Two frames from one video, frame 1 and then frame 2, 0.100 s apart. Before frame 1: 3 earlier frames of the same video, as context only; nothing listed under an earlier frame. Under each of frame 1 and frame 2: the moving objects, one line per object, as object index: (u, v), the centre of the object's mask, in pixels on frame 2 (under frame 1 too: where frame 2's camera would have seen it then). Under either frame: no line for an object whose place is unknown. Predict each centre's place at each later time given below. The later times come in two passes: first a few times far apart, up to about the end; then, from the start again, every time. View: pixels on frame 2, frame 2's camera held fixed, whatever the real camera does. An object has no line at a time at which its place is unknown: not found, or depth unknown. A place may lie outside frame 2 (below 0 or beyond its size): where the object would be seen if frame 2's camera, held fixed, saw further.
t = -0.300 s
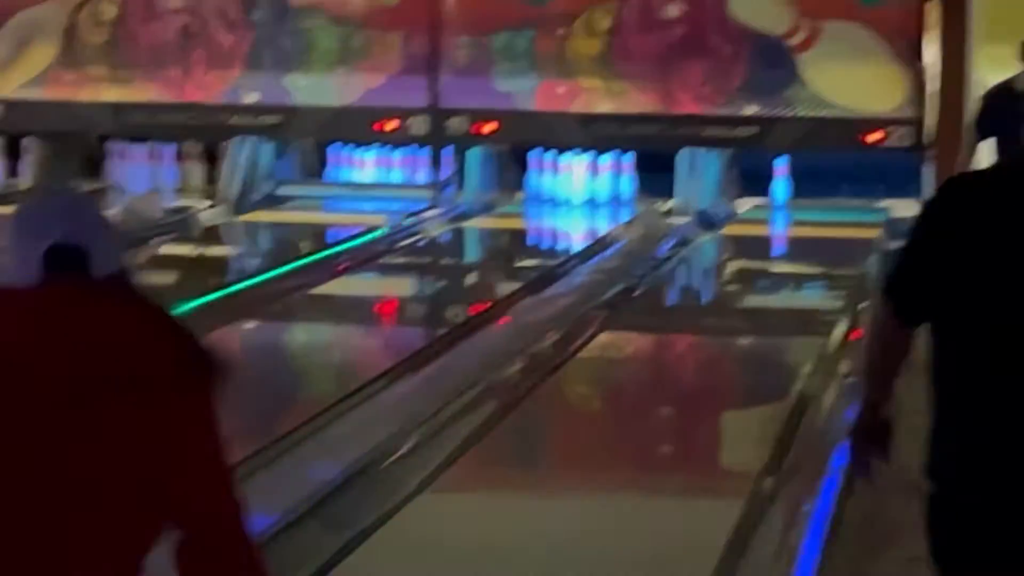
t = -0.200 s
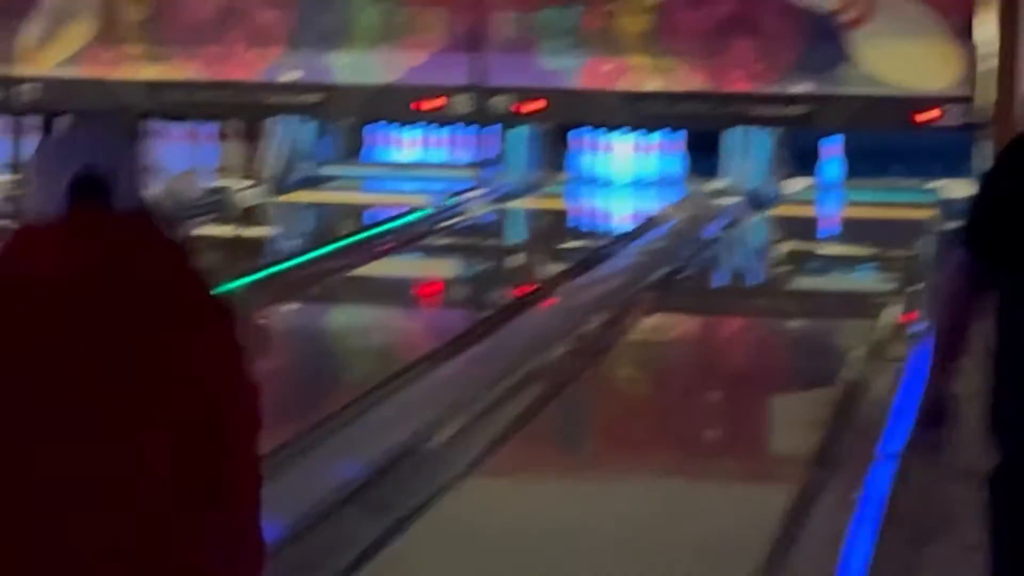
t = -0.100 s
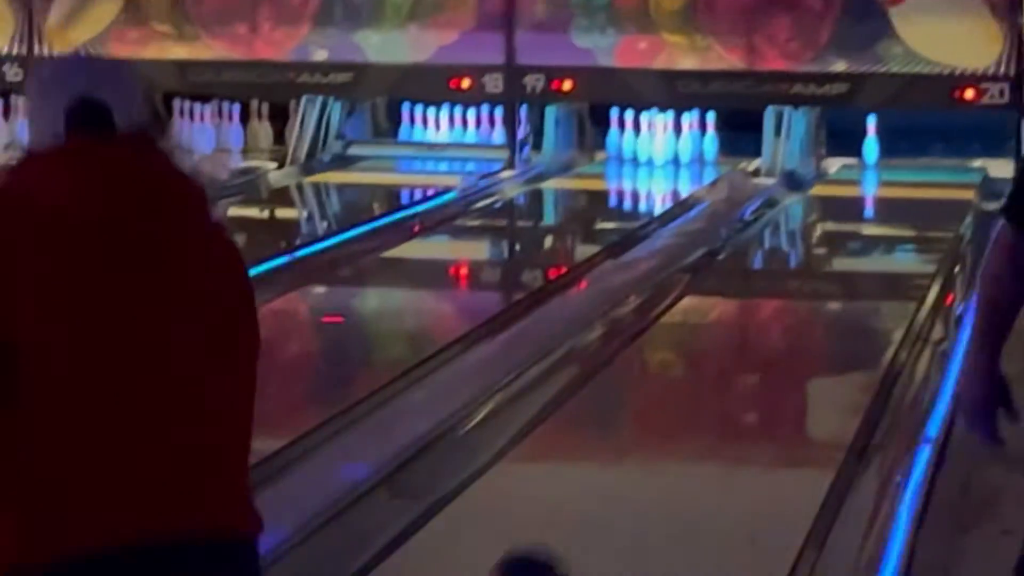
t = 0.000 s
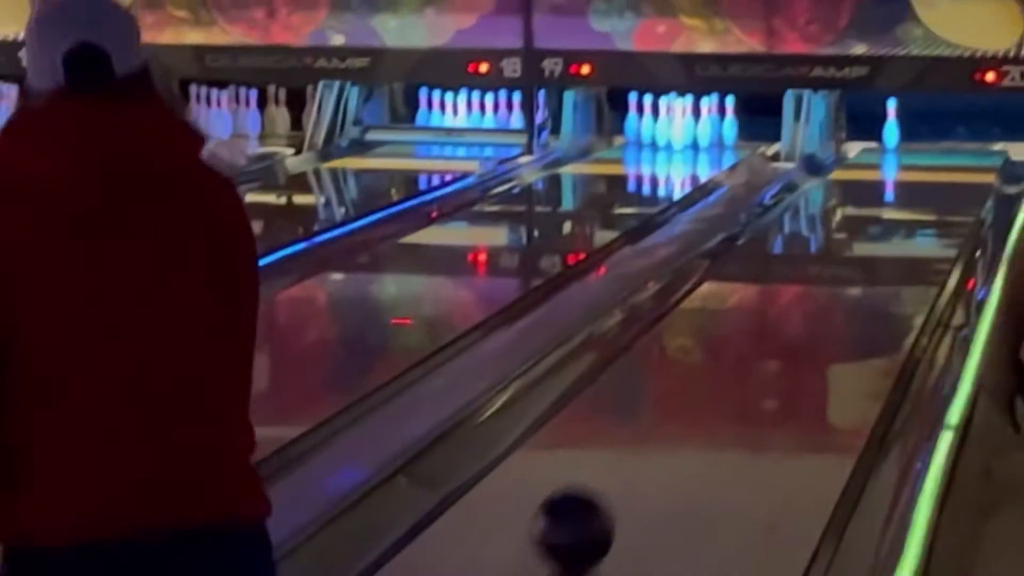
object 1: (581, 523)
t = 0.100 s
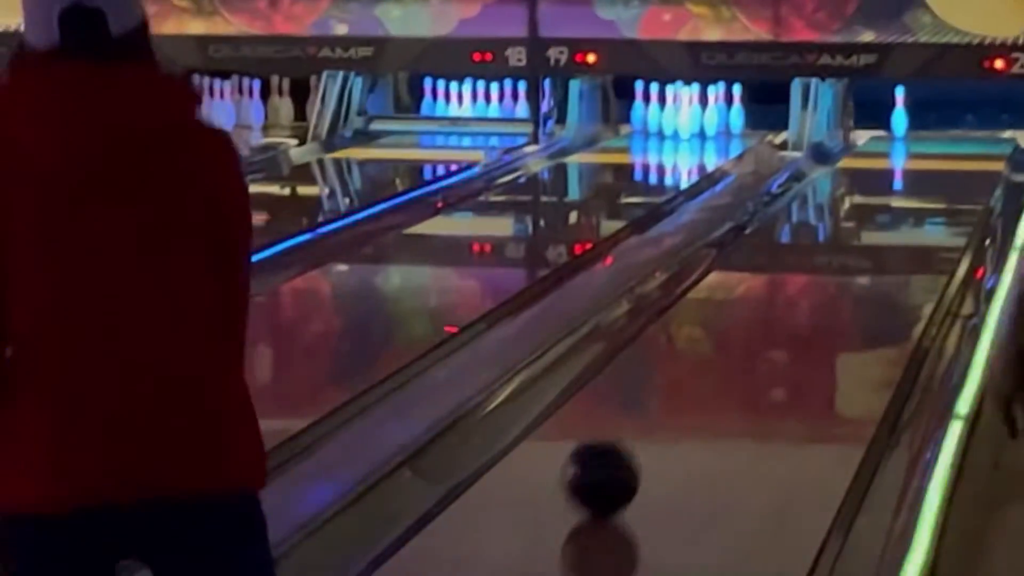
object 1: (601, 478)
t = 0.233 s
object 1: (624, 428)
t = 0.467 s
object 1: (656, 361)
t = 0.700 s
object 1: (681, 305)
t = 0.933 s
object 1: (700, 265)
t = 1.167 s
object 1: (712, 244)
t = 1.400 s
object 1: (741, 228)
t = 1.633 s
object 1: (775, 204)
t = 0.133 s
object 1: (606, 465)
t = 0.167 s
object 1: (613, 452)
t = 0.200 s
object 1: (618, 439)
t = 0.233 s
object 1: (624, 428)
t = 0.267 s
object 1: (629, 418)
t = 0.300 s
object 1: (634, 408)
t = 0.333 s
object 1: (639, 398)
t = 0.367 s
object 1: (644, 388)
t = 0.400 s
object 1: (648, 379)
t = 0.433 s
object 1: (653, 369)
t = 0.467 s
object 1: (656, 361)
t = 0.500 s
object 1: (660, 352)
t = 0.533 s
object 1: (663, 343)
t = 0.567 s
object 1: (668, 336)
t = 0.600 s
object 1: (670, 327)
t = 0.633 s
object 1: (674, 319)
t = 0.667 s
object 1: (677, 312)
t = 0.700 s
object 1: (681, 305)
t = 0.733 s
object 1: (684, 300)
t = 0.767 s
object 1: (686, 294)
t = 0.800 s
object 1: (689, 288)
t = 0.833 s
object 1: (693, 282)
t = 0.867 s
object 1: (696, 277)
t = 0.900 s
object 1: (697, 271)
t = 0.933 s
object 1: (700, 265)
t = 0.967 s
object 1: (703, 259)
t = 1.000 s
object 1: (706, 255)
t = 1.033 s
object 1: (708, 251)
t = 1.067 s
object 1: (709, 247)
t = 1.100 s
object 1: (713, 244)
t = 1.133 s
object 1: (713, 245)
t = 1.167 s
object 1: (712, 244)
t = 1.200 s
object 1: (711, 249)
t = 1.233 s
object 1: (721, 239)
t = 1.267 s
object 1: (728, 235)
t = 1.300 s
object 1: (737, 228)
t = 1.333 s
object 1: (742, 225)
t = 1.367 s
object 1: (744, 225)
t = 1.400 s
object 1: (741, 228)
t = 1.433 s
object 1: (748, 223)
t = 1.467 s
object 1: (753, 219)
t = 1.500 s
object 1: (759, 215)
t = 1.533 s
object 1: (764, 212)
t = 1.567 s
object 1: (768, 210)
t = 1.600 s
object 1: (772, 207)
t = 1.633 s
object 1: (775, 204)
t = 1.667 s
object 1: (779, 202)
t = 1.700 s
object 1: (785, 199)
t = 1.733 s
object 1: (788, 196)
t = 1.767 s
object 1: (792, 194)
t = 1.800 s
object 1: (794, 192)
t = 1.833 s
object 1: (802, 186)
